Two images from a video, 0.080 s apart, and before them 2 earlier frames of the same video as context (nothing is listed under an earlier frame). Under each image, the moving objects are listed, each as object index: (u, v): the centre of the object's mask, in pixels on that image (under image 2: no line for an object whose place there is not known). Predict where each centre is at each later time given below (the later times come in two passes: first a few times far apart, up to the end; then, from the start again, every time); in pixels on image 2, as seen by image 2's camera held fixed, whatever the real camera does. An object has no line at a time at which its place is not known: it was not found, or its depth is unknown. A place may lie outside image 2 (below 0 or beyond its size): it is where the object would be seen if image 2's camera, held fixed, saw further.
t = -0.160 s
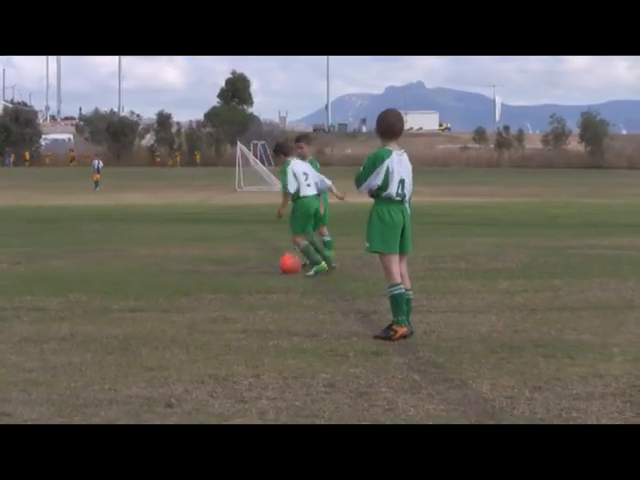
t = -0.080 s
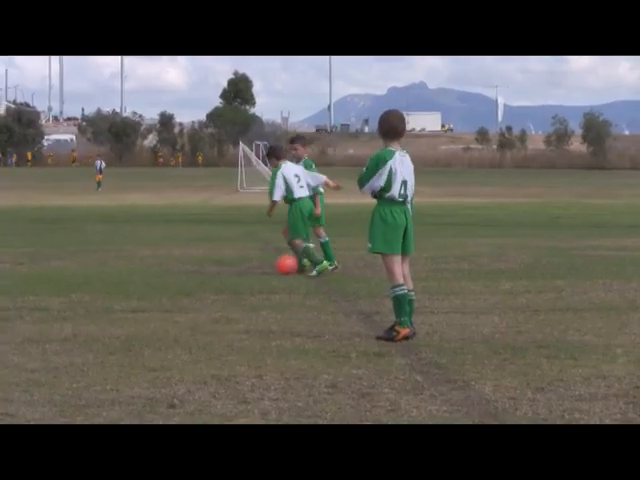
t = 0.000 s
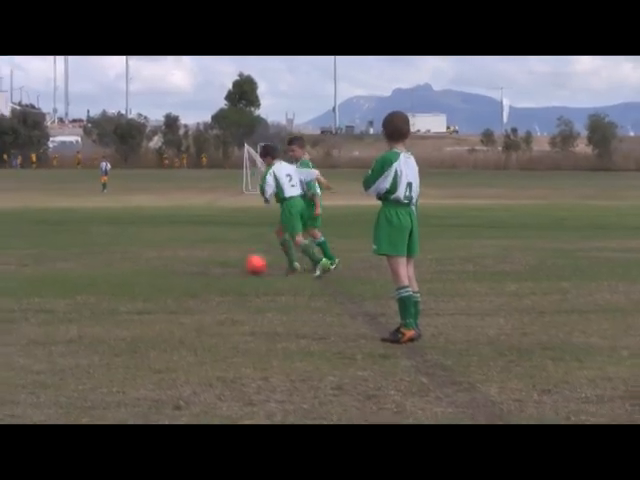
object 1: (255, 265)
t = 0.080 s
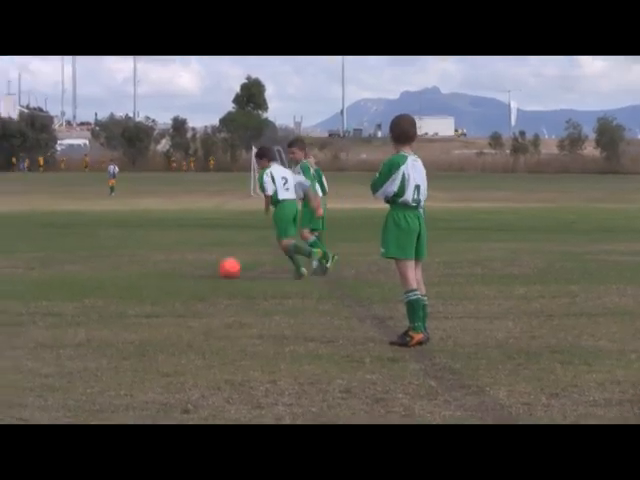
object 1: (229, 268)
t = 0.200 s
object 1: (187, 266)
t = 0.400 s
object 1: (126, 267)
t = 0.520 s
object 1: (88, 266)
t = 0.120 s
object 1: (215, 268)
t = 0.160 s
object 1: (201, 266)
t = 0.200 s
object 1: (187, 266)
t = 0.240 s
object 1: (175, 266)
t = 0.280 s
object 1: (162, 268)
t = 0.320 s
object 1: (150, 266)
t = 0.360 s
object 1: (138, 266)
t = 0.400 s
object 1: (126, 267)
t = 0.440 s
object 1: (114, 266)
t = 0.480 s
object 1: (101, 266)
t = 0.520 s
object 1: (88, 266)
